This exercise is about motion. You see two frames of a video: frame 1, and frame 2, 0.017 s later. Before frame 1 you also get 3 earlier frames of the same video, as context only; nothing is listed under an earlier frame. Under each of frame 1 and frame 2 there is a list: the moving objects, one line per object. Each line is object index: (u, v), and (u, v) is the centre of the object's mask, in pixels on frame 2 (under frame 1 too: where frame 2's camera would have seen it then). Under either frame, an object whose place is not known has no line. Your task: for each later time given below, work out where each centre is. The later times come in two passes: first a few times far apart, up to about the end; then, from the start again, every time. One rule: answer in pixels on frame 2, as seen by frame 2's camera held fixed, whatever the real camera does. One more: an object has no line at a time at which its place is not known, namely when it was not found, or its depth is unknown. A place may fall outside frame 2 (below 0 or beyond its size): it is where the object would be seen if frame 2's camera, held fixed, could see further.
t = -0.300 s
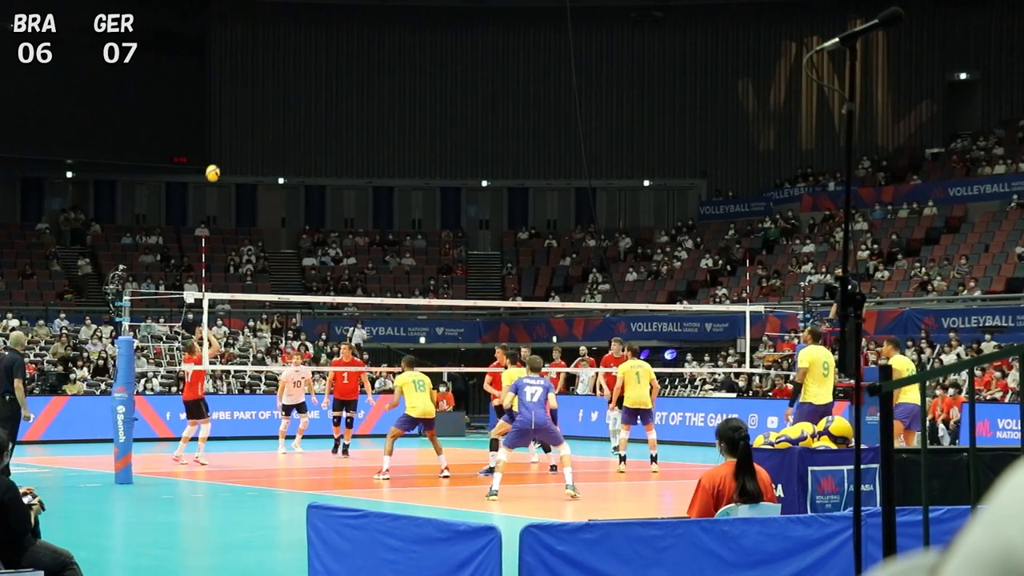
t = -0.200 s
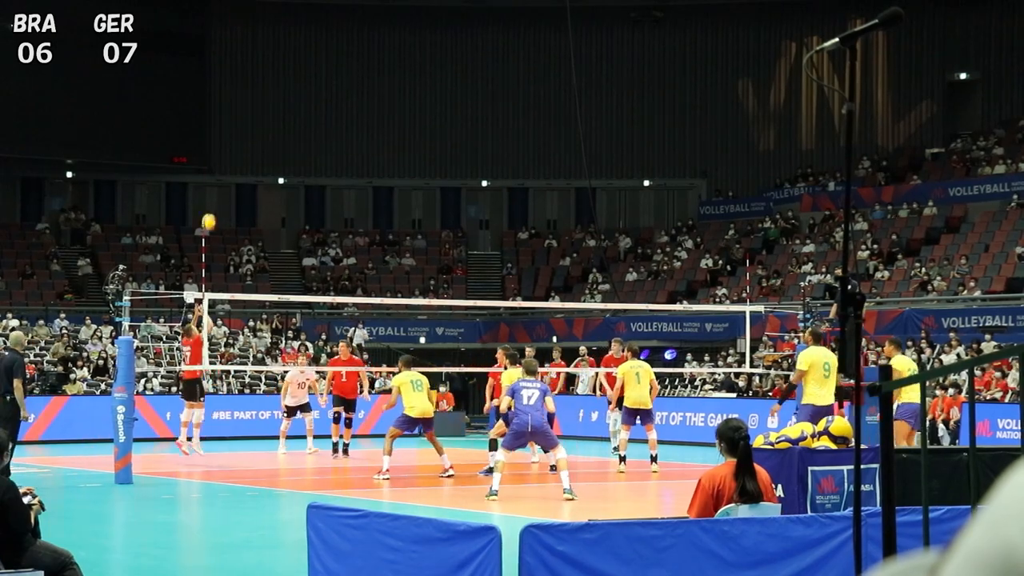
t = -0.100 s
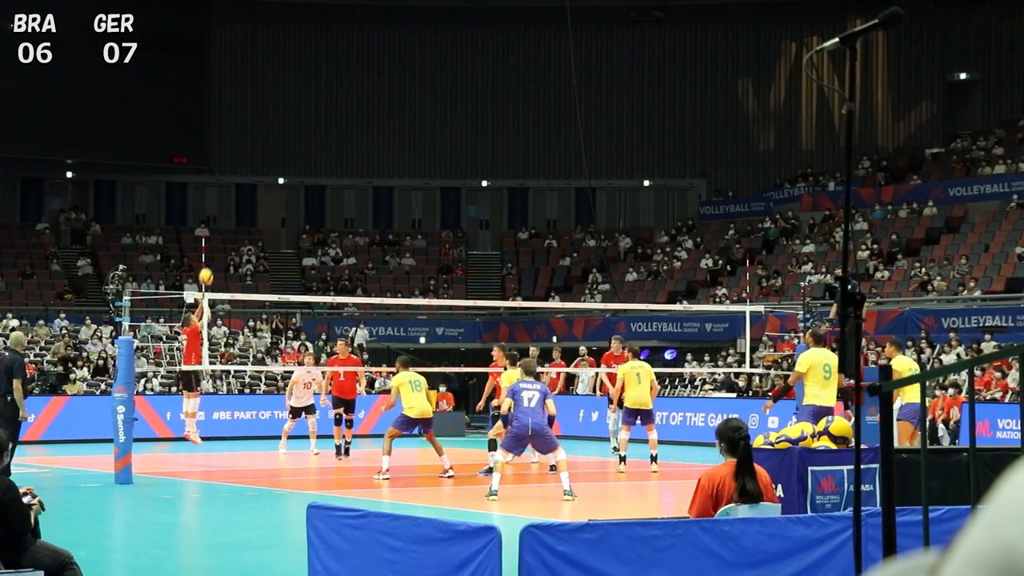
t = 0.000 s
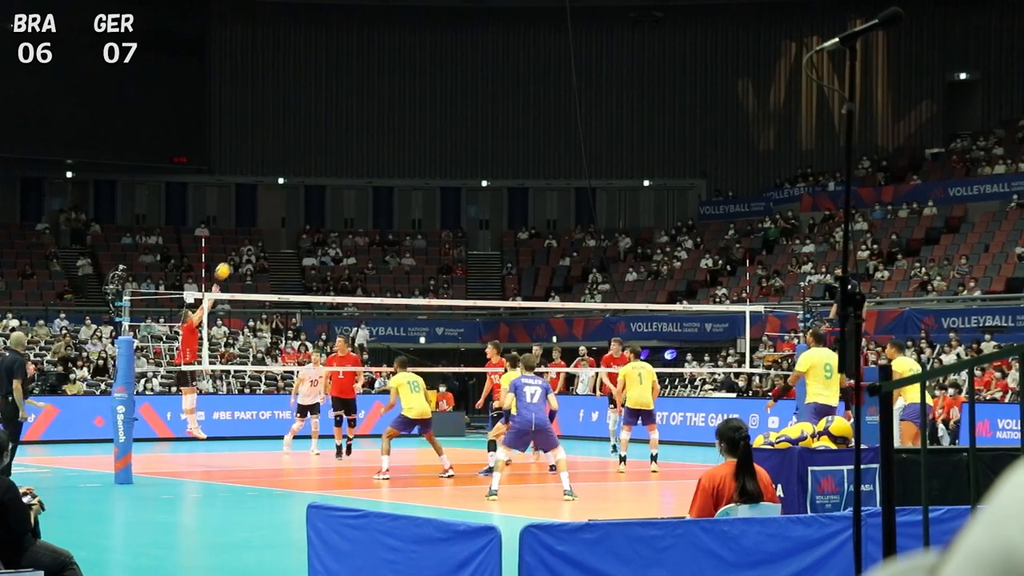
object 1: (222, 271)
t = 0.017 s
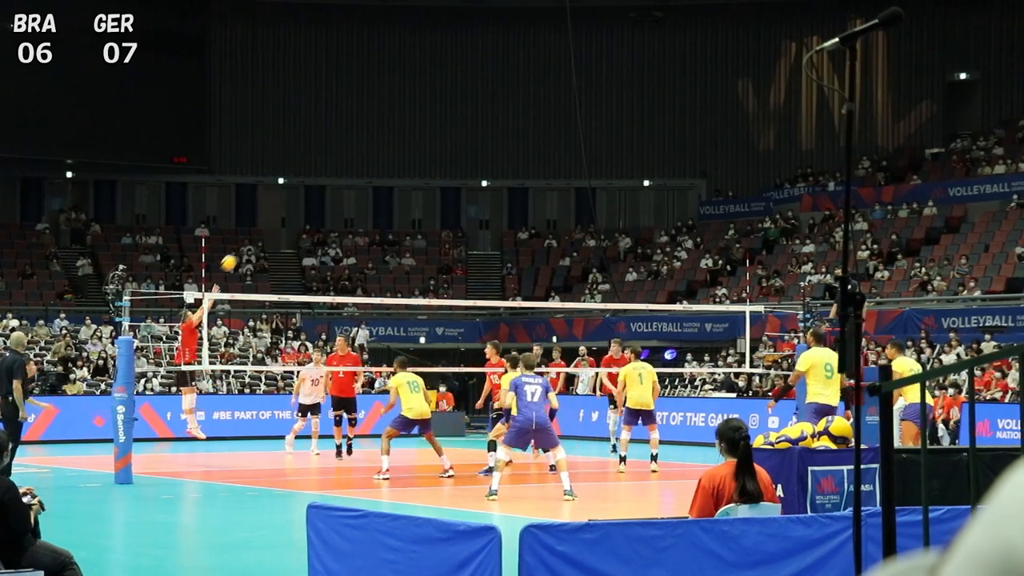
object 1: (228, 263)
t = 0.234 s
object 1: (304, 175)
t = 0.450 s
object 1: (374, 119)
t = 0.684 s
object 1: (443, 91)
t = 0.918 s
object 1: (511, 97)
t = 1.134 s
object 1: (571, 132)
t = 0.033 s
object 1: (234, 255)
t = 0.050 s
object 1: (240, 248)
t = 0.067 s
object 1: (247, 239)
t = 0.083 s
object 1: (252, 233)
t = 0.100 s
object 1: (258, 225)
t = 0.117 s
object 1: (264, 218)
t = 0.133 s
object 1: (270, 211)
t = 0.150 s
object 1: (276, 205)
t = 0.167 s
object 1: (281, 198)
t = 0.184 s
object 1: (287, 192)
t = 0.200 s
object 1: (292, 186)
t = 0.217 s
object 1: (298, 181)
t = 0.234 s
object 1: (304, 175)
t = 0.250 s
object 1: (309, 170)
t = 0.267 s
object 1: (315, 164)
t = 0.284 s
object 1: (320, 159)
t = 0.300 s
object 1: (326, 155)
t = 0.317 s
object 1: (331, 150)
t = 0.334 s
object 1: (337, 145)
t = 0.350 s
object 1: (342, 141)
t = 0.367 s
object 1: (347, 137)
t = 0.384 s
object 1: (353, 133)
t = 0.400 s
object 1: (358, 129)
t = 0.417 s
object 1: (363, 125)
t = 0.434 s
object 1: (368, 122)
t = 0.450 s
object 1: (374, 119)
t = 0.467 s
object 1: (379, 116)
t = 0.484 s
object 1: (384, 113)
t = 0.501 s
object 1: (388, 110)
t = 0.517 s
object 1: (394, 107)
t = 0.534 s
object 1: (399, 105)
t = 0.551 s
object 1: (404, 103)
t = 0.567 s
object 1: (409, 101)
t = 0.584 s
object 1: (414, 99)
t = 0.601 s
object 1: (419, 97)
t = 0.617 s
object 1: (424, 96)
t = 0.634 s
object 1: (429, 94)
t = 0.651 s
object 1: (433, 93)
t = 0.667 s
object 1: (438, 92)
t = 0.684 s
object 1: (443, 91)
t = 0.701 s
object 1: (448, 91)
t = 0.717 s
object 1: (453, 90)
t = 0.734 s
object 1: (458, 90)
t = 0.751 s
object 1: (463, 90)
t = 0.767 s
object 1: (468, 90)
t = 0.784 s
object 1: (472, 90)
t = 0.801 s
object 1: (477, 90)
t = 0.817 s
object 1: (482, 91)
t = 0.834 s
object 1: (487, 91)
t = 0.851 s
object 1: (492, 92)
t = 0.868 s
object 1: (496, 93)
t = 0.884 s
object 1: (501, 94)
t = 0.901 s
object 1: (506, 96)
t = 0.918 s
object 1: (511, 97)
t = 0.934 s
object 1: (515, 99)
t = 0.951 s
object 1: (520, 101)
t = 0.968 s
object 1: (525, 103)
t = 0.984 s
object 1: (530, 105)
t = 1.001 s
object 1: (534, 107)
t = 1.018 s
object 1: (539, 110)
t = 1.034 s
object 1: (543, 113)
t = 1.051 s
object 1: (548, 115)
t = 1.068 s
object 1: (552, 119)
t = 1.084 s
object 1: (557, 122)
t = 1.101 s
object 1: (562, 125)
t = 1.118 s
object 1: (566, 129)
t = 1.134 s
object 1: (571, 132)
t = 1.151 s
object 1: (575, 136)
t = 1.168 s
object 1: (580, 140)
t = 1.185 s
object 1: (585, 144)
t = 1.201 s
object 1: (589, 149)
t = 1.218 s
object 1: (593, 153)
